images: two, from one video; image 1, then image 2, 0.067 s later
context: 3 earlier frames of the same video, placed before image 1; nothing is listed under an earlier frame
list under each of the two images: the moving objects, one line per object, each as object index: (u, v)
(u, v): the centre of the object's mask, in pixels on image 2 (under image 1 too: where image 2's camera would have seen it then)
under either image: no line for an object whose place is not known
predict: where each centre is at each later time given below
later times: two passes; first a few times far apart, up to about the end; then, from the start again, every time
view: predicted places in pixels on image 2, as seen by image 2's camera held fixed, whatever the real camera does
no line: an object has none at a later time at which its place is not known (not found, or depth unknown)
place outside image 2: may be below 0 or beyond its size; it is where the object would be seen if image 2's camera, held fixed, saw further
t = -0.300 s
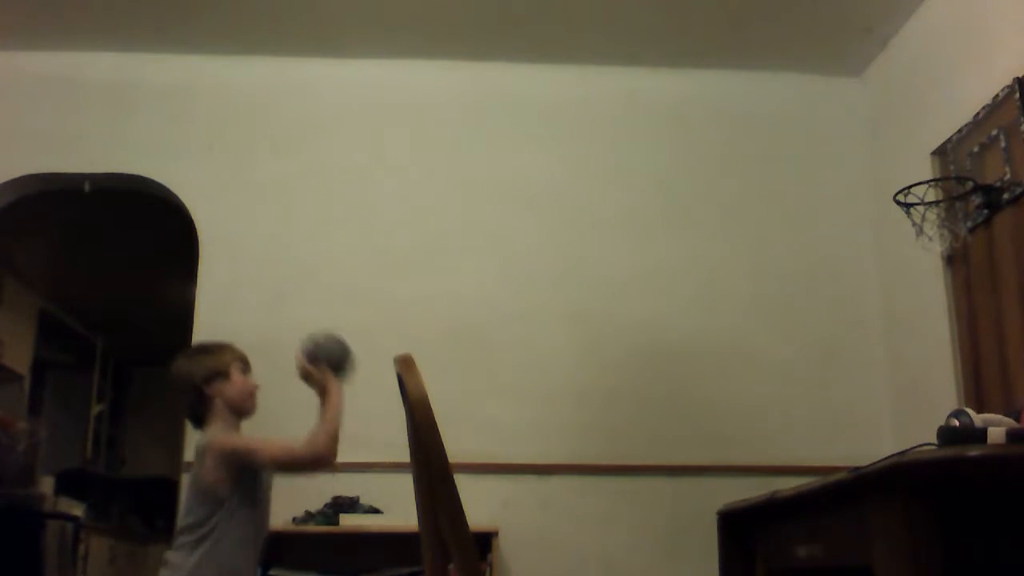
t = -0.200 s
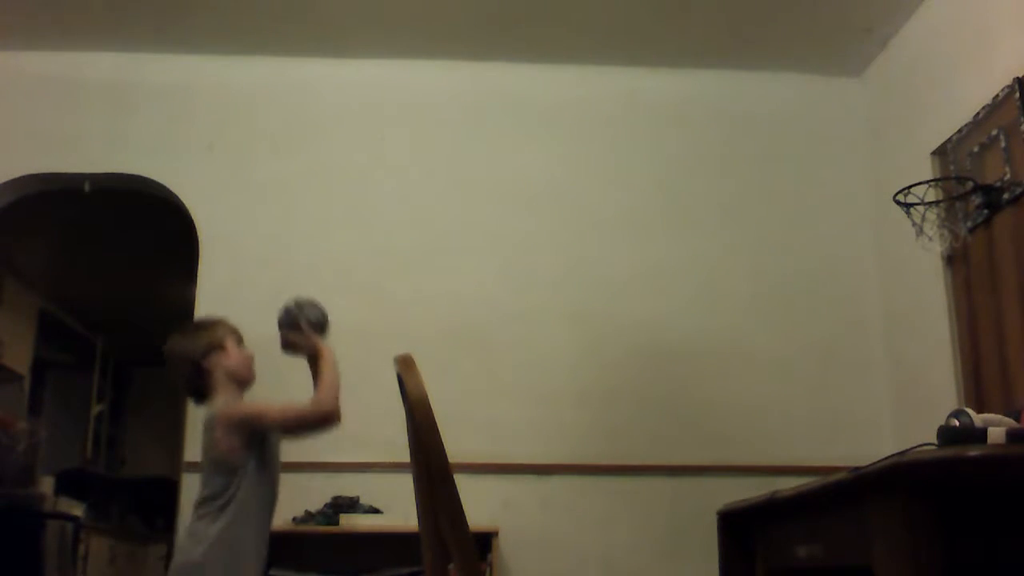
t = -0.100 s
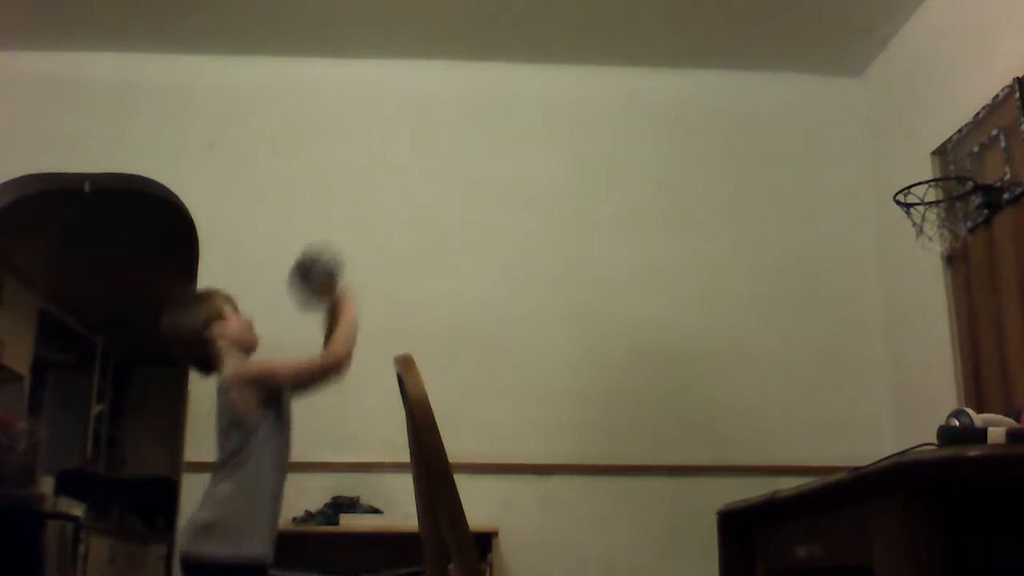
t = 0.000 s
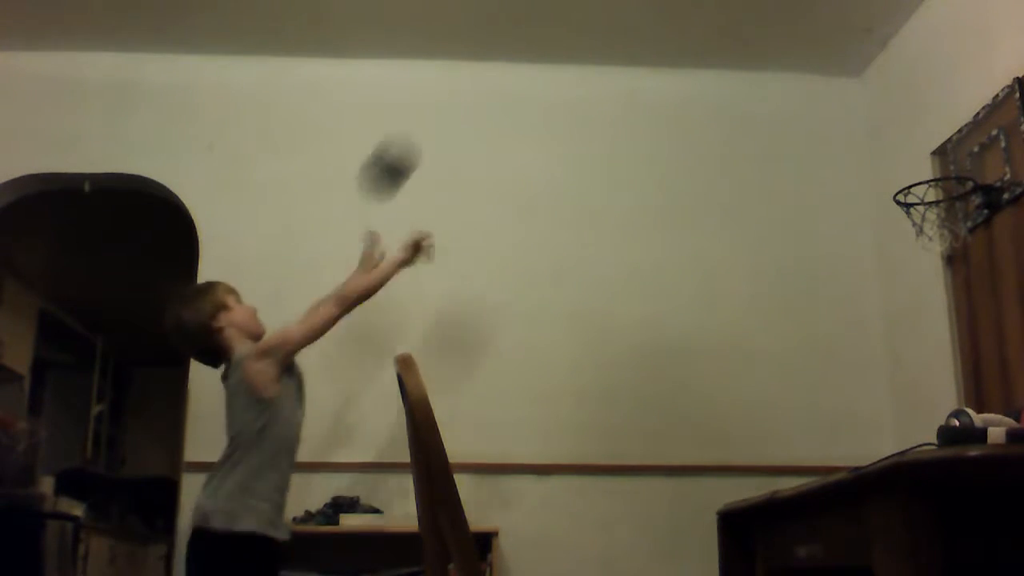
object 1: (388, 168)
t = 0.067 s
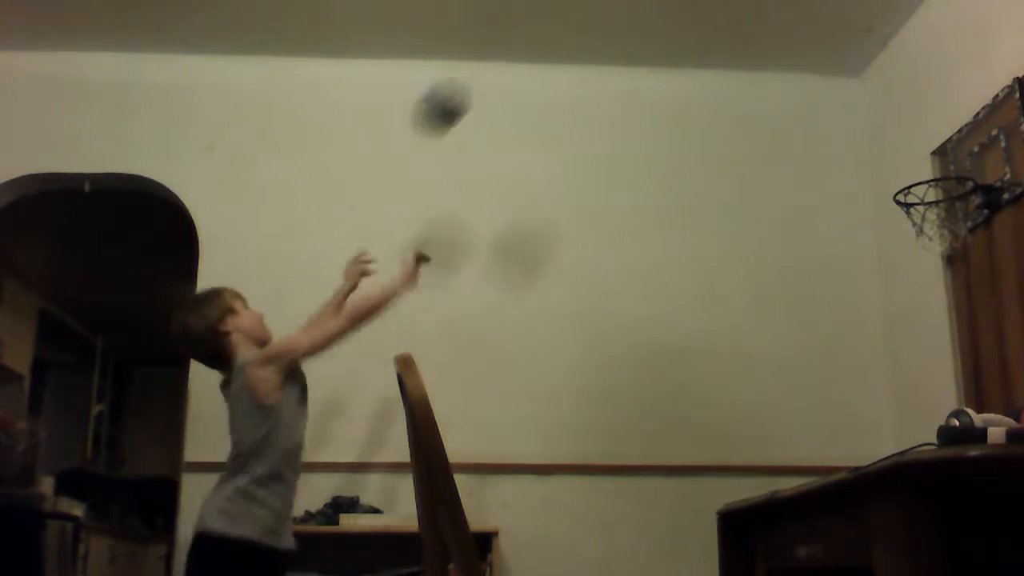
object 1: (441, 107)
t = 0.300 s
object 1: (617, 17)
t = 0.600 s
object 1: (832, 135)
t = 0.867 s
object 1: (769, 375)
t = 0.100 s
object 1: (466, 86)
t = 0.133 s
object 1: (493, 67)
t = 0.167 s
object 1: (520, 48)
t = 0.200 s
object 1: (545, 38)
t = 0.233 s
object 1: (568, 27)
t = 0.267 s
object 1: (593, 19)
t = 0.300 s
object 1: (617, 17)
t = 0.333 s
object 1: (641, 17)
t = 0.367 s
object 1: (665, 18)
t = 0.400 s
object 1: (688, 25)
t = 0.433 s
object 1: (711, 34)
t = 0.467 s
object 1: (733, 46)
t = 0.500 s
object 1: (758, 64)
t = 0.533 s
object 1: (784, 86)
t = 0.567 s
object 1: (808, 109)
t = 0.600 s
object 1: (832, 135)
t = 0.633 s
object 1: (857, 165)
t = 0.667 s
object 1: (873, 197)
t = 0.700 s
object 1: (855, 220)
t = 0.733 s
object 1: (836, 245)
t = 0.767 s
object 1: (818, 273)
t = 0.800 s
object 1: (801, 304)
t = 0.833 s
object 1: (784, 339)
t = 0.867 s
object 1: (769, 375)
